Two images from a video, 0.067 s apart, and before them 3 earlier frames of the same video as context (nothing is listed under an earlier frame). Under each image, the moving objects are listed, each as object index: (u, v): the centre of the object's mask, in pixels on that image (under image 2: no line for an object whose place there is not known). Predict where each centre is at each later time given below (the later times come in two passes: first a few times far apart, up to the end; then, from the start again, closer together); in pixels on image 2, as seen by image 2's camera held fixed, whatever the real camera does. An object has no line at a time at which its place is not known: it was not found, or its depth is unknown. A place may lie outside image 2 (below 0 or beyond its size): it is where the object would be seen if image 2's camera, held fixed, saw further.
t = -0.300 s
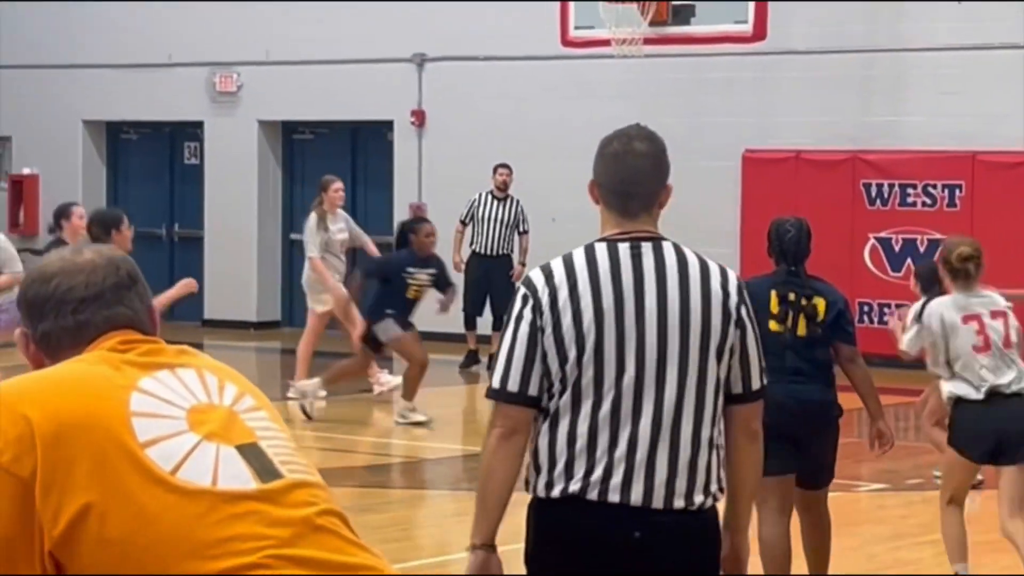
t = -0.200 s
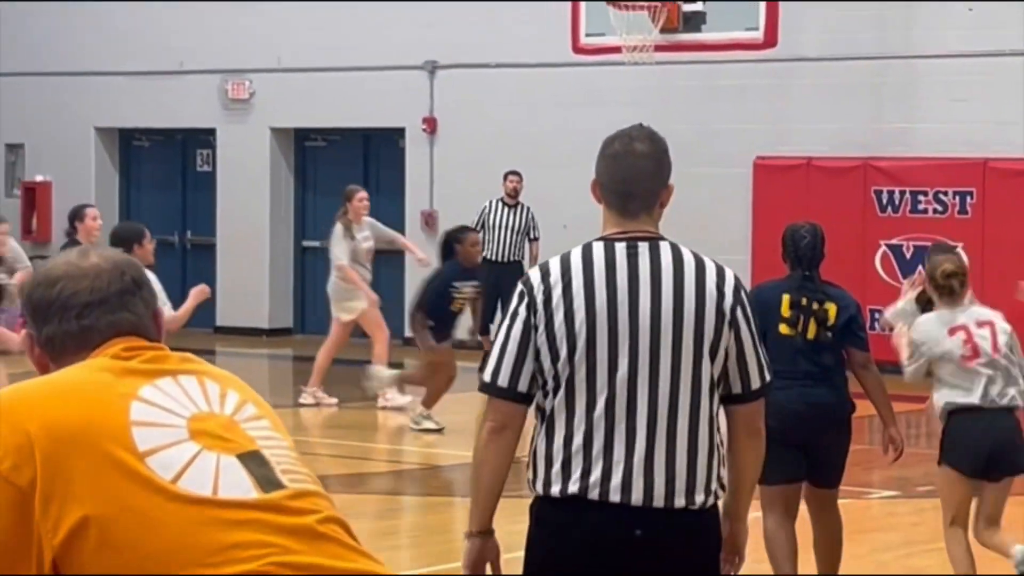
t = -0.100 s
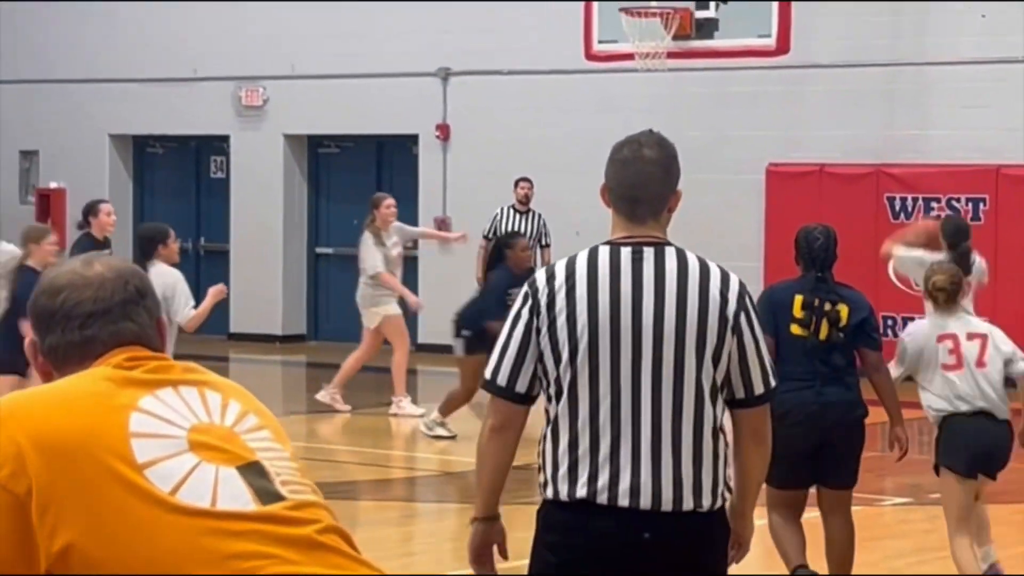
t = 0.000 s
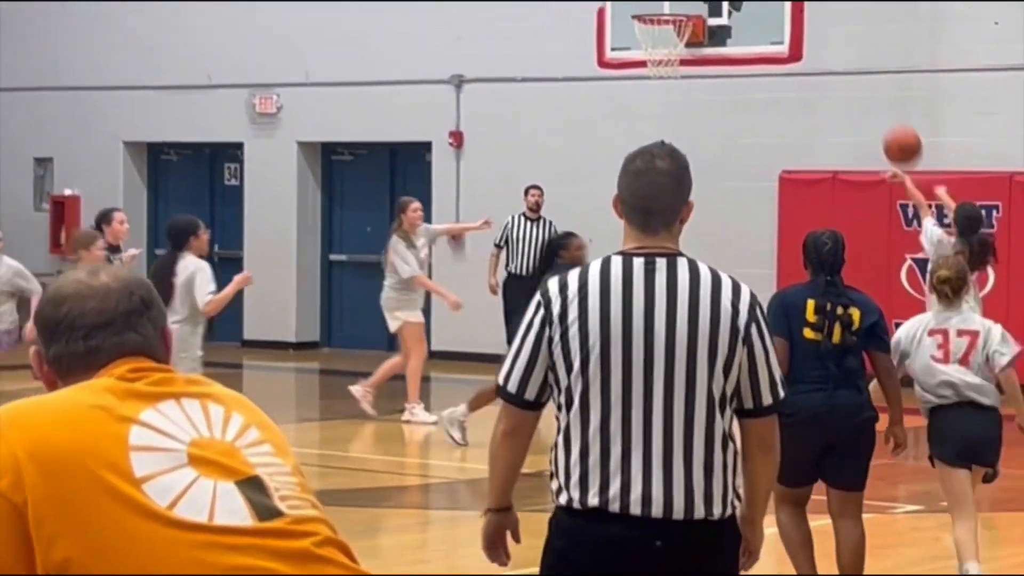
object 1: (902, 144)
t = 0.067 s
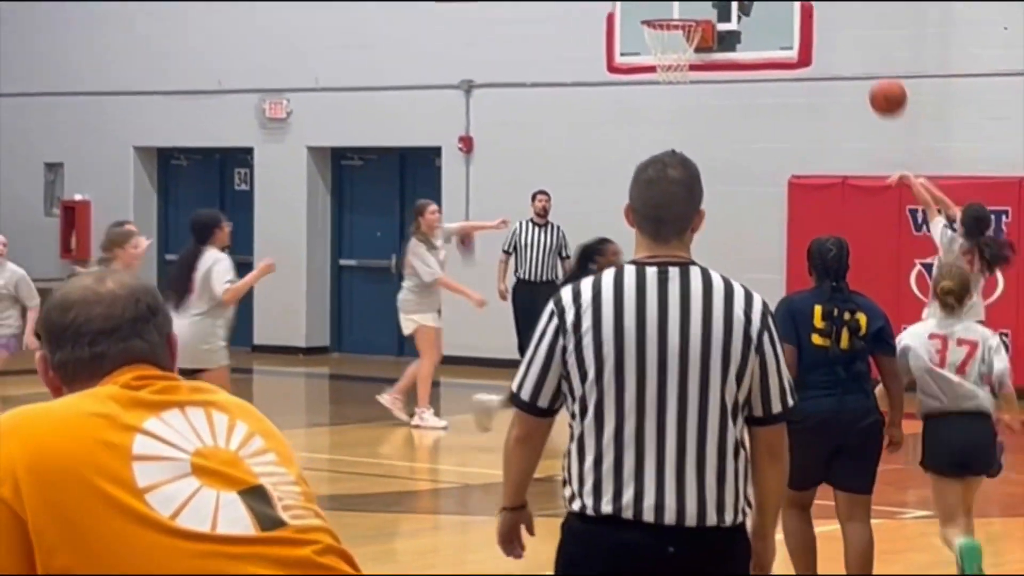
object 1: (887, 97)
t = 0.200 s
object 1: (842, 17)
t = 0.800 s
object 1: (687, 5)
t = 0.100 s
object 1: (874, 74)
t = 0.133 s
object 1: (864, 52)
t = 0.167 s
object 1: (853, 34)
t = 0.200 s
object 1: (842, 17)
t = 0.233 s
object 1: (832, 5)
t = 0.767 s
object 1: (693, 5)
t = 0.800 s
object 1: (687, 5)
